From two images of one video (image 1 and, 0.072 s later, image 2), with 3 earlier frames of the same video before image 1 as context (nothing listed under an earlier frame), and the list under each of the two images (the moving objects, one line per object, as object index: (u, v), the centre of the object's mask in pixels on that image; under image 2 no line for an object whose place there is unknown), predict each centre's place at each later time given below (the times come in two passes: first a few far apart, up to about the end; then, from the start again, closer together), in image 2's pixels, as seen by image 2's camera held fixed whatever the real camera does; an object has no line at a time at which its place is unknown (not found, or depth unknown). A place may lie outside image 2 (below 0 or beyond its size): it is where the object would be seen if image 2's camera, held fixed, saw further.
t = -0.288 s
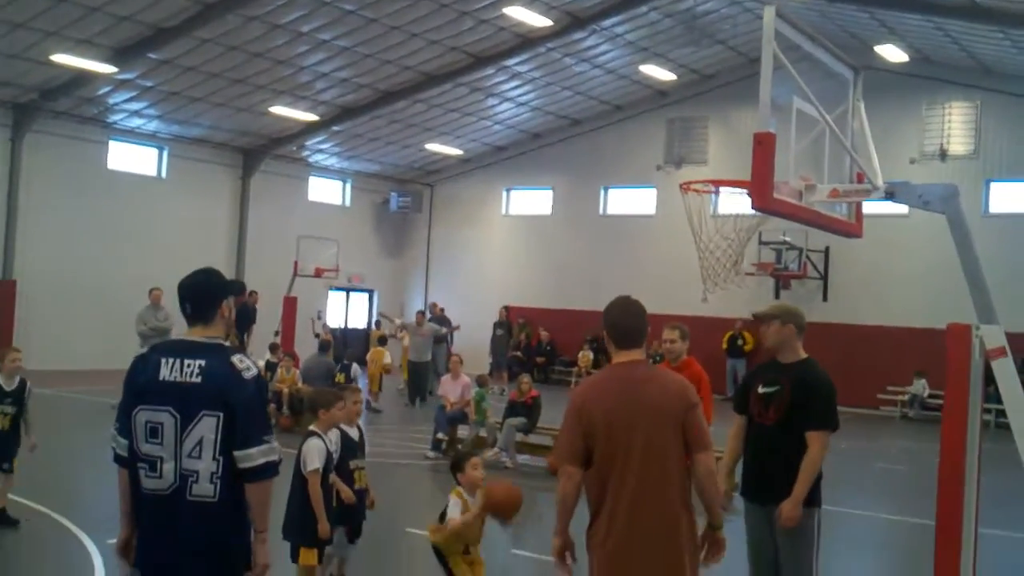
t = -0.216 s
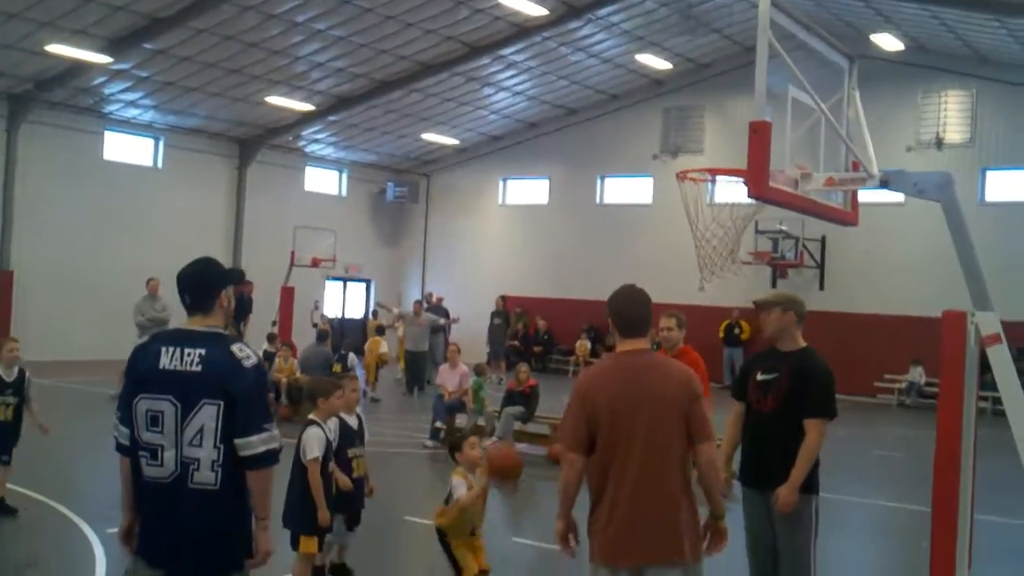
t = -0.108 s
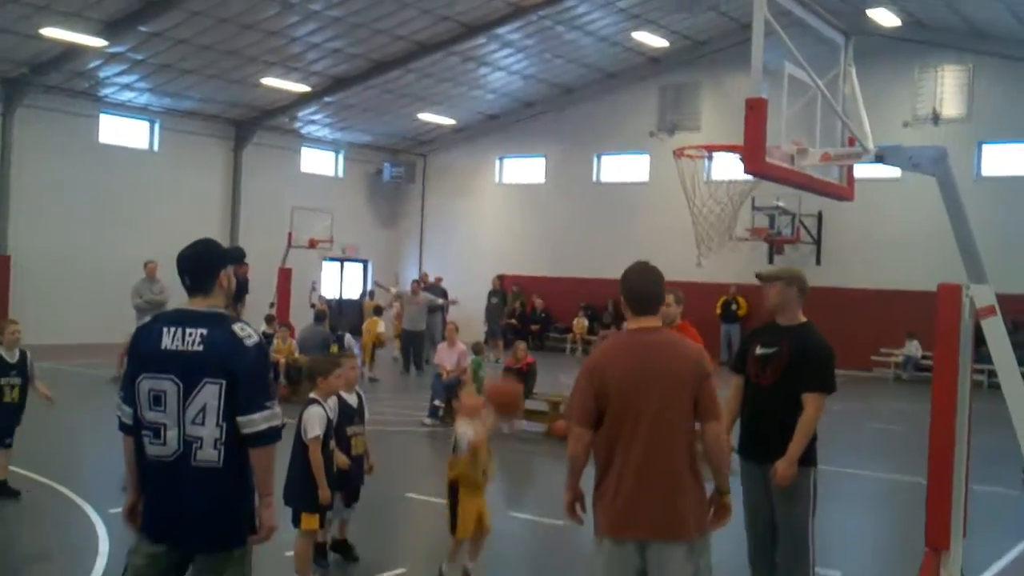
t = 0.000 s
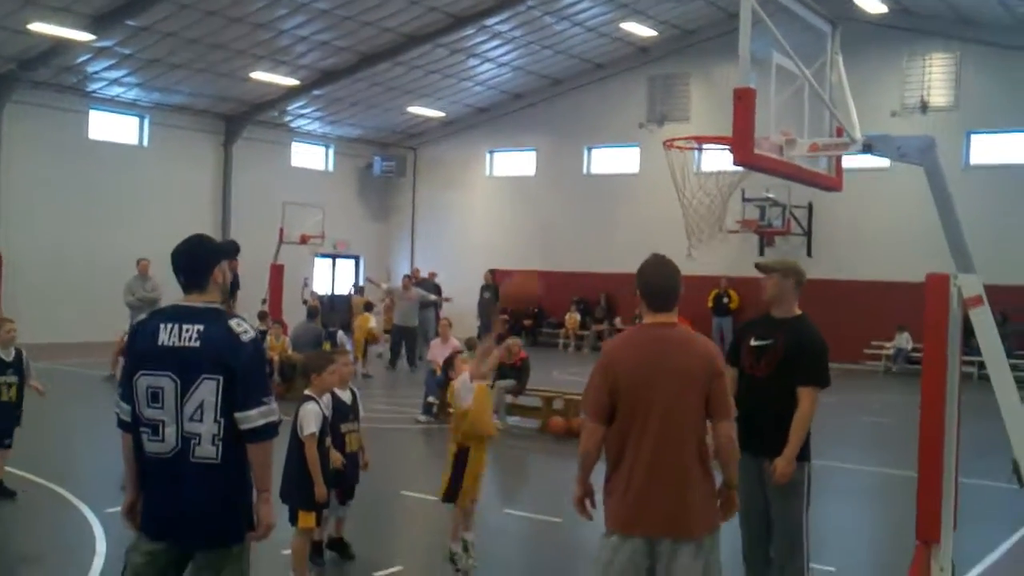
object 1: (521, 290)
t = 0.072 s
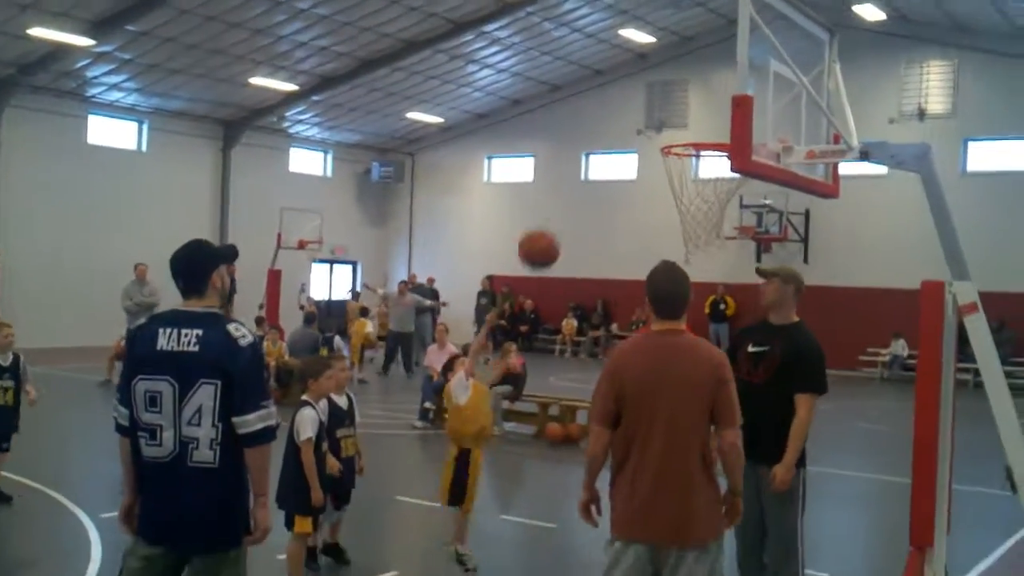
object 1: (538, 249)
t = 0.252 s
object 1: (588, 156)
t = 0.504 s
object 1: (668, 107)
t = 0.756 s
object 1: (716, 161)
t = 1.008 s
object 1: (702, 212)
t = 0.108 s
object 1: (548, 227)
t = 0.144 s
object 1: (558, 207)
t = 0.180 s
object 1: (568, 189)
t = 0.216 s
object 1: (577, 172)
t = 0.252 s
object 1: (588, 156)
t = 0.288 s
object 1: (598, 142)
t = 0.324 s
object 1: (608, 131)
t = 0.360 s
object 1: (618, 123)
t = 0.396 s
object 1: (628, 115)
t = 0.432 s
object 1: (647, 106)
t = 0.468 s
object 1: (658, 106)
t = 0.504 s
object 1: (668, 107)
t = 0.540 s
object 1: (679, 110)
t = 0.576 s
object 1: (689, 115)
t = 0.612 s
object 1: (700, 122)
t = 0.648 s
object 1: (708, 127)
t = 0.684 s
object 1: (713, 143)
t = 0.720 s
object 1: (714, 150)
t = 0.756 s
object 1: (716, 161)
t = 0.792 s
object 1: (713, 175)
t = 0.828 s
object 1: (717, 188)
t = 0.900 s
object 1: (710, 207)
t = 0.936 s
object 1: (709, 208)
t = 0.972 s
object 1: (710, 209)
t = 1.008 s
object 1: (702, 212)
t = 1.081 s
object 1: (695, 223)
